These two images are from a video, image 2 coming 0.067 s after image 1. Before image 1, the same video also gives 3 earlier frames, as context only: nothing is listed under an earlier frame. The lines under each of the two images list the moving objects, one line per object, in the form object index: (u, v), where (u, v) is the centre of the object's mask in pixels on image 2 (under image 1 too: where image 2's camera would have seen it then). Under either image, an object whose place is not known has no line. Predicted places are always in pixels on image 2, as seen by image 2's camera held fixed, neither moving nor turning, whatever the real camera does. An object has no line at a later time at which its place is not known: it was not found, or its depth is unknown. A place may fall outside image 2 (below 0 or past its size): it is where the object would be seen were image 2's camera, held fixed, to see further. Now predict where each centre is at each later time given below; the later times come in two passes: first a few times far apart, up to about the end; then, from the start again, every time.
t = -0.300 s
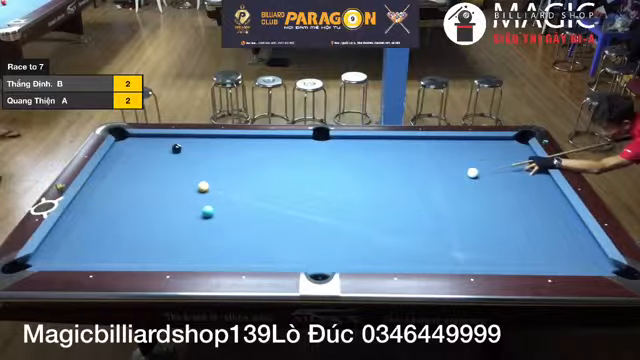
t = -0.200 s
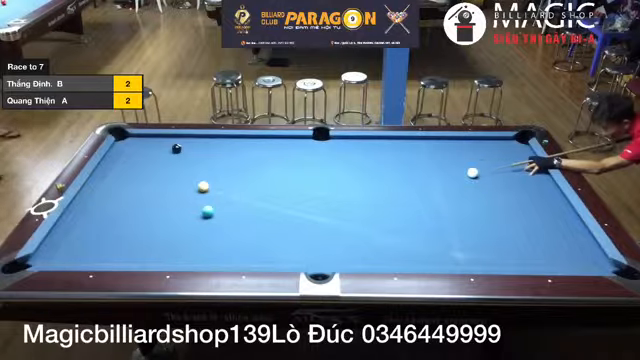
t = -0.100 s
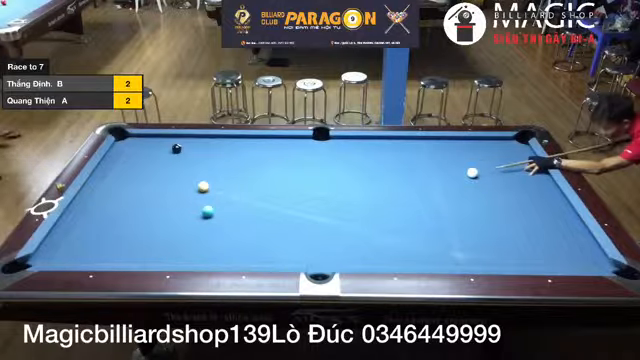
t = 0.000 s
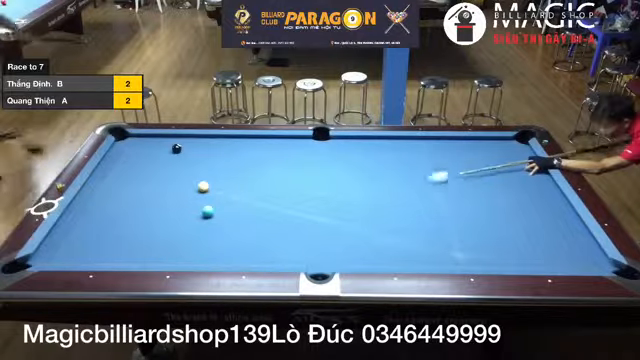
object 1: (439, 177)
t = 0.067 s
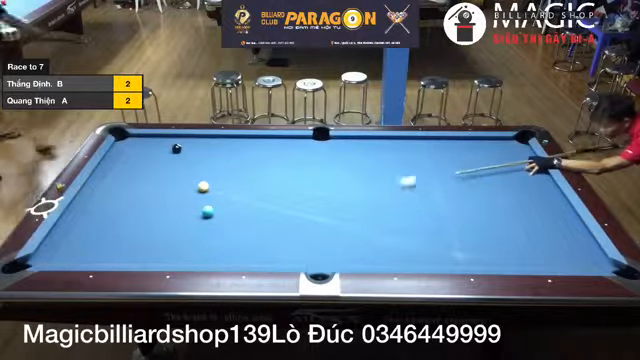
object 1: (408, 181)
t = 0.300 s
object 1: (304, 197)
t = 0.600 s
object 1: (210, 204)
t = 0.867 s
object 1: (175, 197)
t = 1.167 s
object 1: (134, 191)
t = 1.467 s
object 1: (93, 186)
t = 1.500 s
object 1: (89, 185)
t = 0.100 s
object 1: (393, 183)
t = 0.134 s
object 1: (377, 186)
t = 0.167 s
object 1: (362, 188)
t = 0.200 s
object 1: (350, 189)
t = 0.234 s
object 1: (333, 192)
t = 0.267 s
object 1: (320, 194)
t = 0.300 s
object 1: (304, 197)
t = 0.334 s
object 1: (290, 198)
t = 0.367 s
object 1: (274, 200)
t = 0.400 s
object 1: (259, 203)
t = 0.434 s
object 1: (243, 204)
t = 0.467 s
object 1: (230, 207)
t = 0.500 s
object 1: (217, 208)
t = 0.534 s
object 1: (215, 206)
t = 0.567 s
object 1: (213, 204)
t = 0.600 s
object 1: (210, 204)
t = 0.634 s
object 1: (207, 202)
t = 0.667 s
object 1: (203, 201)
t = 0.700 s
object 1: (200, 200)
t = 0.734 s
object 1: (195, 199)
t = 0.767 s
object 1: (190, 199)
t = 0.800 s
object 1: (186, 198)
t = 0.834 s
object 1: (180, 198)
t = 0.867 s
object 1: (175, 197)
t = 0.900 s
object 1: (170, 197)
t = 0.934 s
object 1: (166, 196)
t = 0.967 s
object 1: (163, 195)
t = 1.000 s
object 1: (156, 195)
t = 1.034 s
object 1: (151, 194)
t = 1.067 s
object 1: (148, 193)
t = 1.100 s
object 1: (142, 193)
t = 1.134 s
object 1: (138, 192)
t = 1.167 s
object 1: (134, 191)
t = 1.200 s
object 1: (128, 190)
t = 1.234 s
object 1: (125, 190)
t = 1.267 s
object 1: (119, 190)
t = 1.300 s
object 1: (115, 189)
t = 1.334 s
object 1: (111, 188)
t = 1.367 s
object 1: (106, 188)
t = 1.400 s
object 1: (102, 186)
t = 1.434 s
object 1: (97, 186)
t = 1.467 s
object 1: (93, 186)
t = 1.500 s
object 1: (89, 185)
